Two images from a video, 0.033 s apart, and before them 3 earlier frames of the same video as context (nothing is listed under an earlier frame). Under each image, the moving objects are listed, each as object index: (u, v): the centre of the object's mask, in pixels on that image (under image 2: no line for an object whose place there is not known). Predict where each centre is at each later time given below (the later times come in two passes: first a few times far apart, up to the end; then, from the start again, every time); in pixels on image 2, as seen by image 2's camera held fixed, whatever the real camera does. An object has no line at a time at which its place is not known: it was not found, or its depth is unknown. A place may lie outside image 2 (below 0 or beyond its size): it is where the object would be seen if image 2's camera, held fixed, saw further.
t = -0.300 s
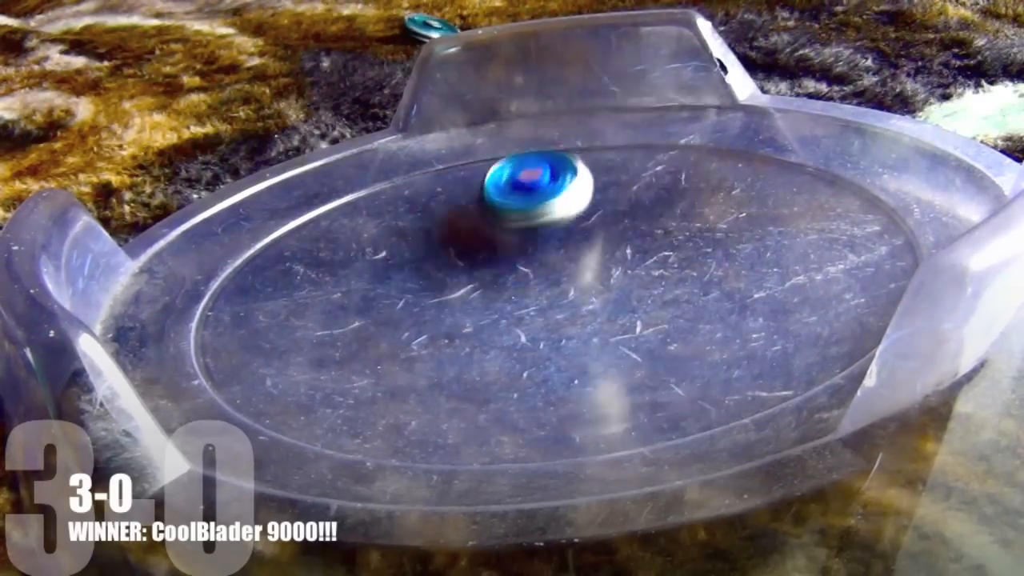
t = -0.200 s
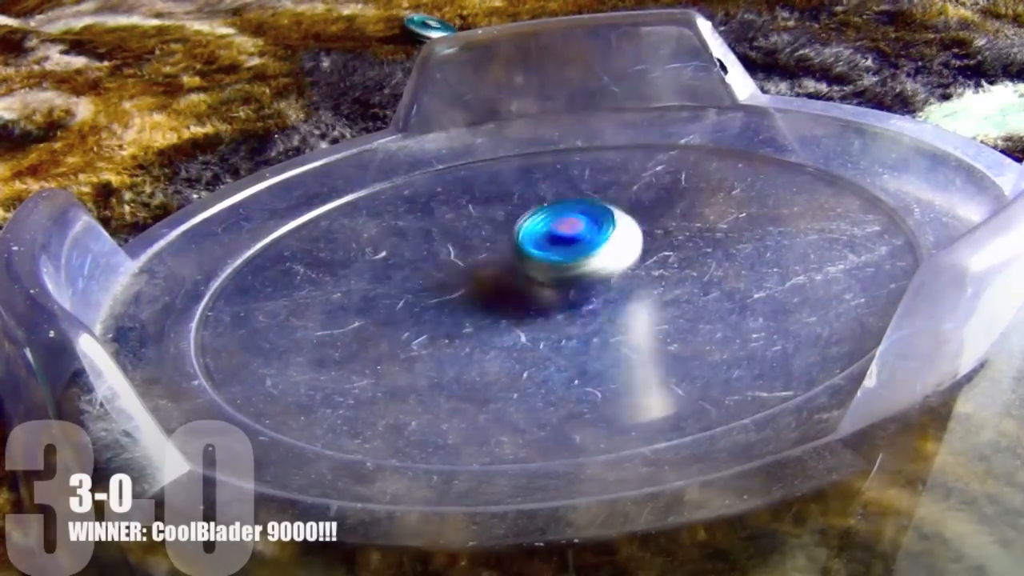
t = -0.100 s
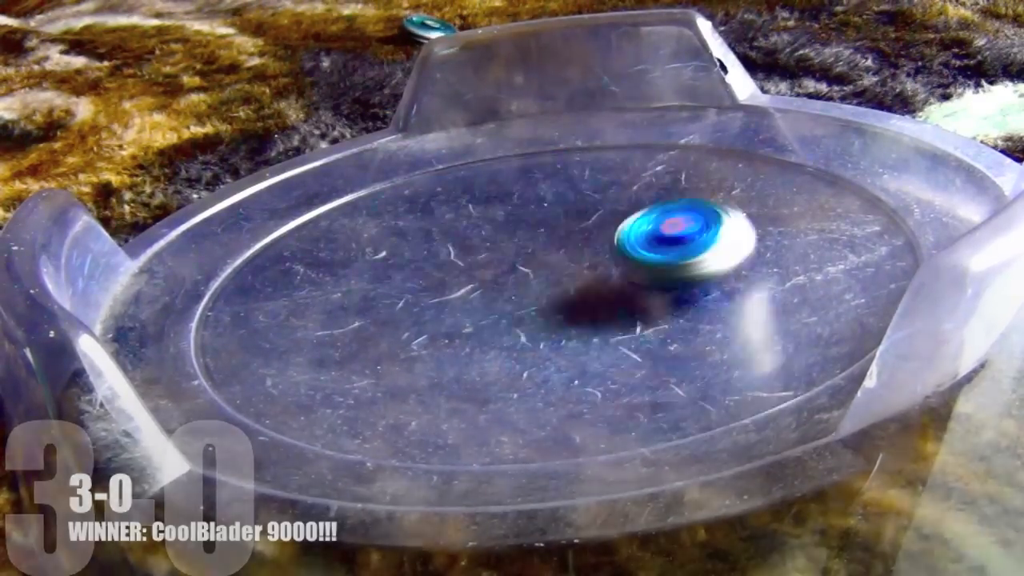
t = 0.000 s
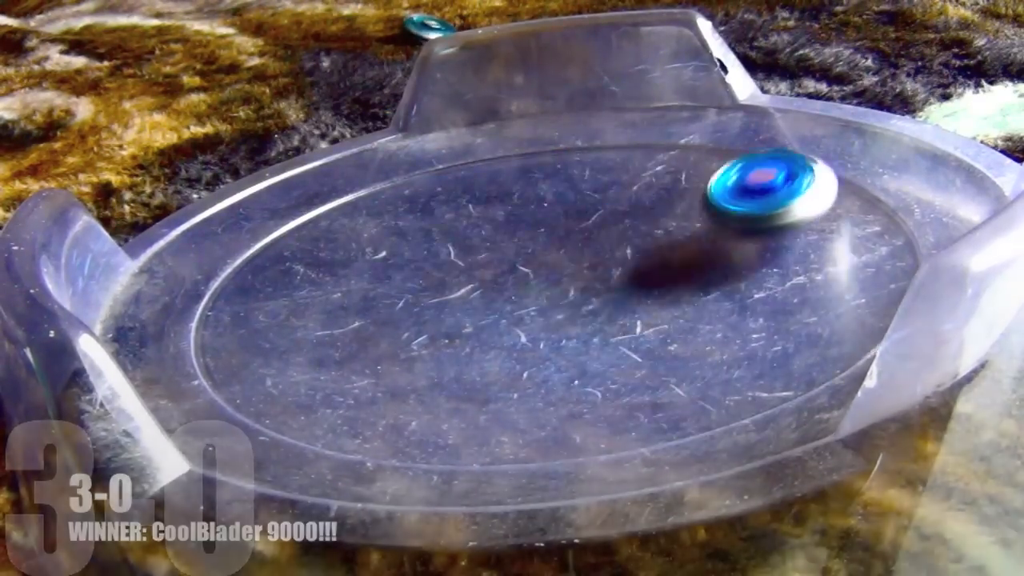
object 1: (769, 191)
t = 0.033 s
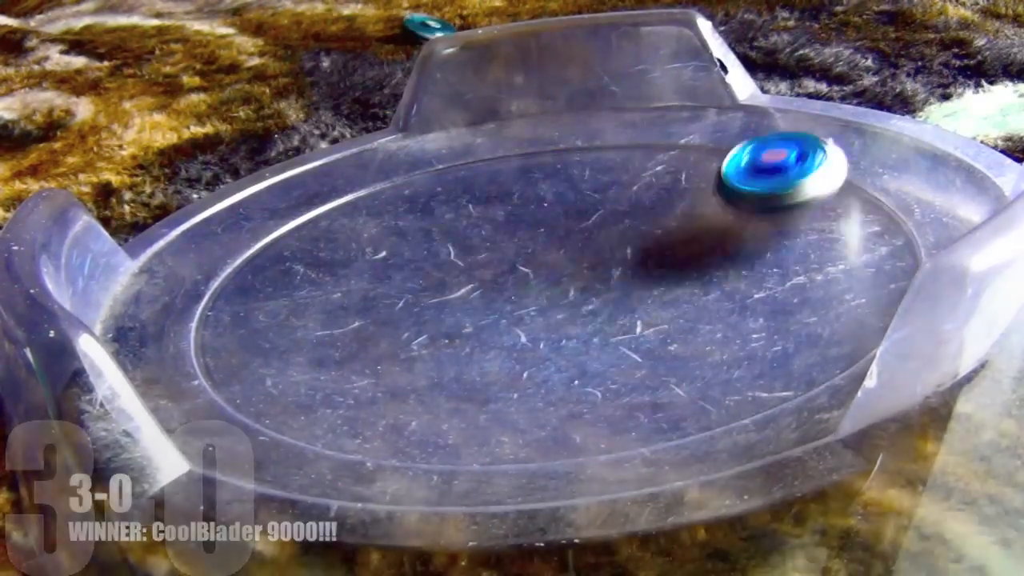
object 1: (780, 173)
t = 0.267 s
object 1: (635, 155)
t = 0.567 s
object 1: (682, 294)
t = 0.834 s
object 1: (845, 162)
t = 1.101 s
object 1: (550, 243)
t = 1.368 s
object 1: (674, 350)
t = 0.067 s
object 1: (788, 153)
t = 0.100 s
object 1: (787, 136)
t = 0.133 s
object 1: (758, 132)
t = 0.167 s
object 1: (721, 134)
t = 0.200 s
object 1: (691, 135)
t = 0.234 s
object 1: (662, 142)
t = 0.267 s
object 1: (635, 155)
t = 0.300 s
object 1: (605, 173)
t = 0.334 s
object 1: (580, 194)
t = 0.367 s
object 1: (563, 217)
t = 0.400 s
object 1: (557, 240)
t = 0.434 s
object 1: (563, 260)
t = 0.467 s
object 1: (578, 278)
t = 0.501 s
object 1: (605, 290)
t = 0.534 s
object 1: (640, 294)
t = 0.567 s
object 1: (682, 294)
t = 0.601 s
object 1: (727, 286)
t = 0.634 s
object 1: (772, 272)
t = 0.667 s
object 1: (810, 253)
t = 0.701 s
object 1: (841, 231)
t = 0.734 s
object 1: (861, 211)
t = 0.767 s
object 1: (872, 190)
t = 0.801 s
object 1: (871, 174)
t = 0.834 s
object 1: (845, 162)
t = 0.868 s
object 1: (812, 156)
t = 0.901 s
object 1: (776, 157)
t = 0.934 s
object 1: (735, 164)
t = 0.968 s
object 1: (692, 175)
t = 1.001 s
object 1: (651, 187)
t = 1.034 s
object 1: (612, 203)
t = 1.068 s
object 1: (577, 224)
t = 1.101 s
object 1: (550, 243)
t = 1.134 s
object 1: (527, 267)
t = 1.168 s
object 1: (513, 287)
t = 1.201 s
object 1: (513, 307)
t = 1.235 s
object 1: (521, 328)
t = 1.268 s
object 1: (543, 343)
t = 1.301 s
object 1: (578, 351)
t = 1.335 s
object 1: (623, 354)
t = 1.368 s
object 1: (674, 350)
